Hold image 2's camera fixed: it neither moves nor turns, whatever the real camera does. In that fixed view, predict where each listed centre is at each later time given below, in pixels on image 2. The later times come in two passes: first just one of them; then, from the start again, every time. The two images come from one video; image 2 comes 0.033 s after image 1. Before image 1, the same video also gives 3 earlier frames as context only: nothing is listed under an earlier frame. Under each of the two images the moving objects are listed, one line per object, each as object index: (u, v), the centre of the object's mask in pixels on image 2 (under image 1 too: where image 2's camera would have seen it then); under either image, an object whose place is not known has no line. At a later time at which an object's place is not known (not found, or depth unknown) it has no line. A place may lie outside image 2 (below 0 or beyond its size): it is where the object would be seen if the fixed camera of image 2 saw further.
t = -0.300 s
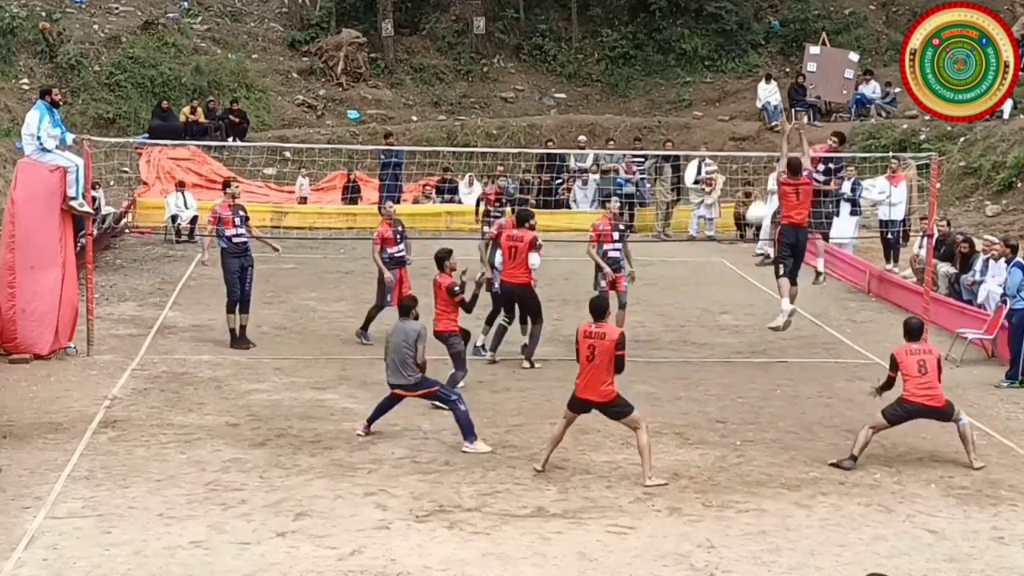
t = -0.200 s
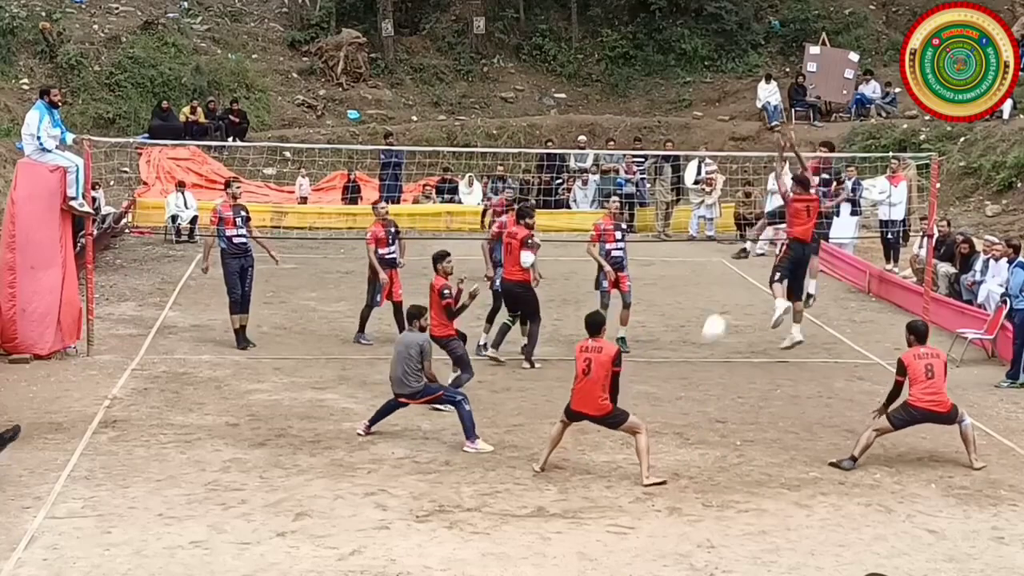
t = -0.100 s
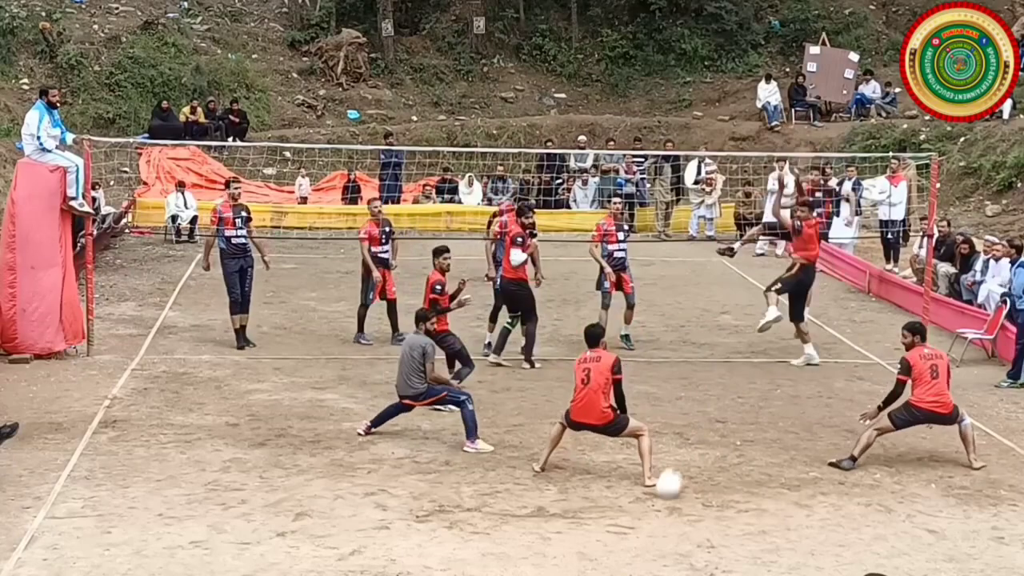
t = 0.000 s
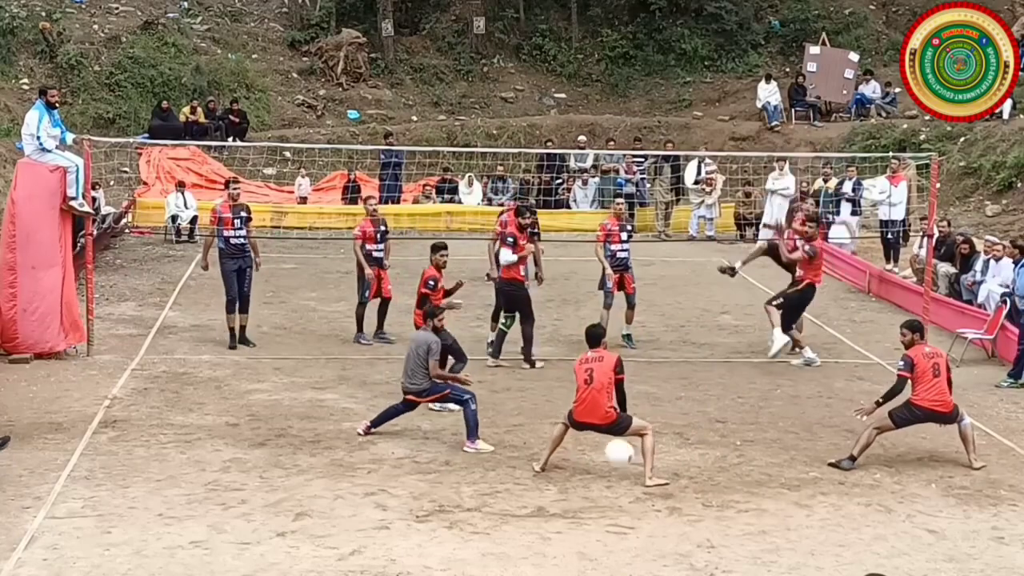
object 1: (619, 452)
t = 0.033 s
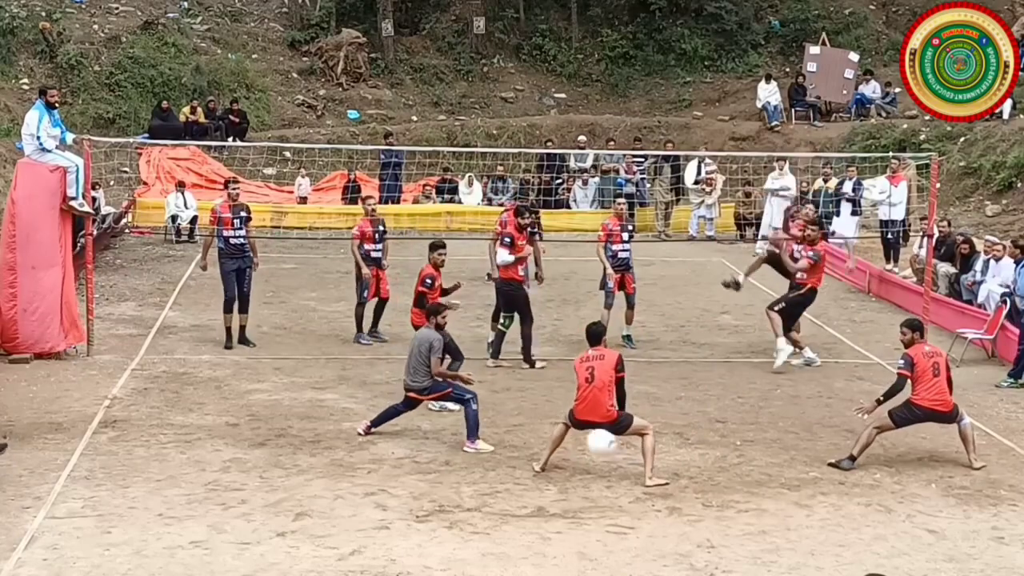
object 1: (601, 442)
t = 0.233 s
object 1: (470, 422)
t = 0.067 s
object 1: (582, 435)
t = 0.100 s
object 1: (561, 429)
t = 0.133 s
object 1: (540, 422)
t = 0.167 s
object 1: (518, 420)
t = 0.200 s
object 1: (495, 420)
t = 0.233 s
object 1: (470, 422)
